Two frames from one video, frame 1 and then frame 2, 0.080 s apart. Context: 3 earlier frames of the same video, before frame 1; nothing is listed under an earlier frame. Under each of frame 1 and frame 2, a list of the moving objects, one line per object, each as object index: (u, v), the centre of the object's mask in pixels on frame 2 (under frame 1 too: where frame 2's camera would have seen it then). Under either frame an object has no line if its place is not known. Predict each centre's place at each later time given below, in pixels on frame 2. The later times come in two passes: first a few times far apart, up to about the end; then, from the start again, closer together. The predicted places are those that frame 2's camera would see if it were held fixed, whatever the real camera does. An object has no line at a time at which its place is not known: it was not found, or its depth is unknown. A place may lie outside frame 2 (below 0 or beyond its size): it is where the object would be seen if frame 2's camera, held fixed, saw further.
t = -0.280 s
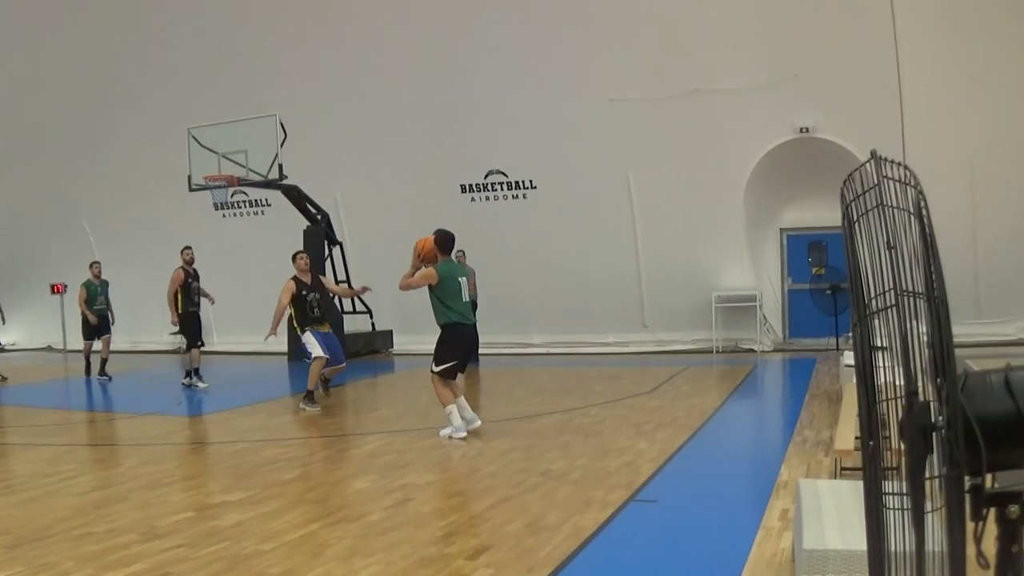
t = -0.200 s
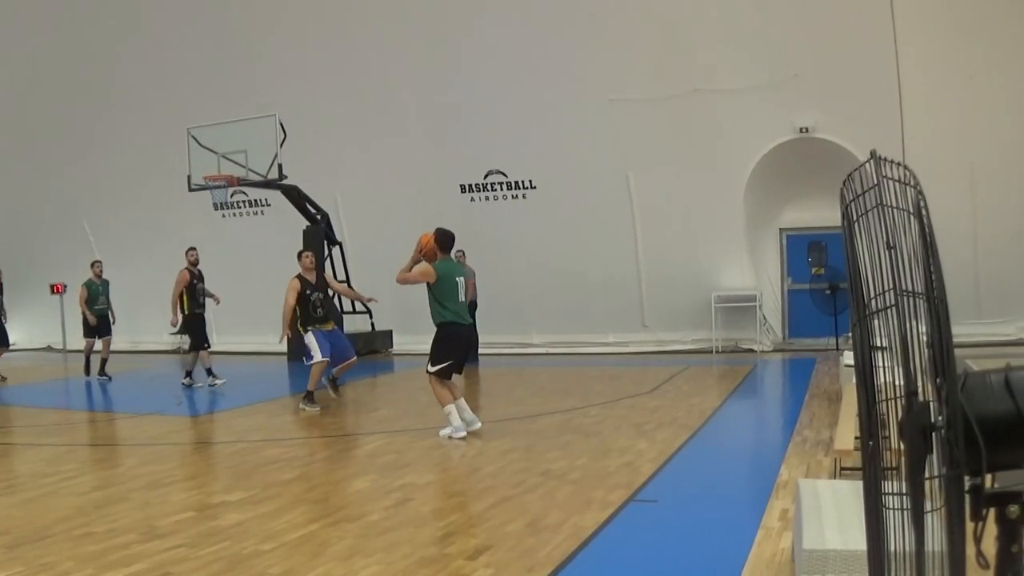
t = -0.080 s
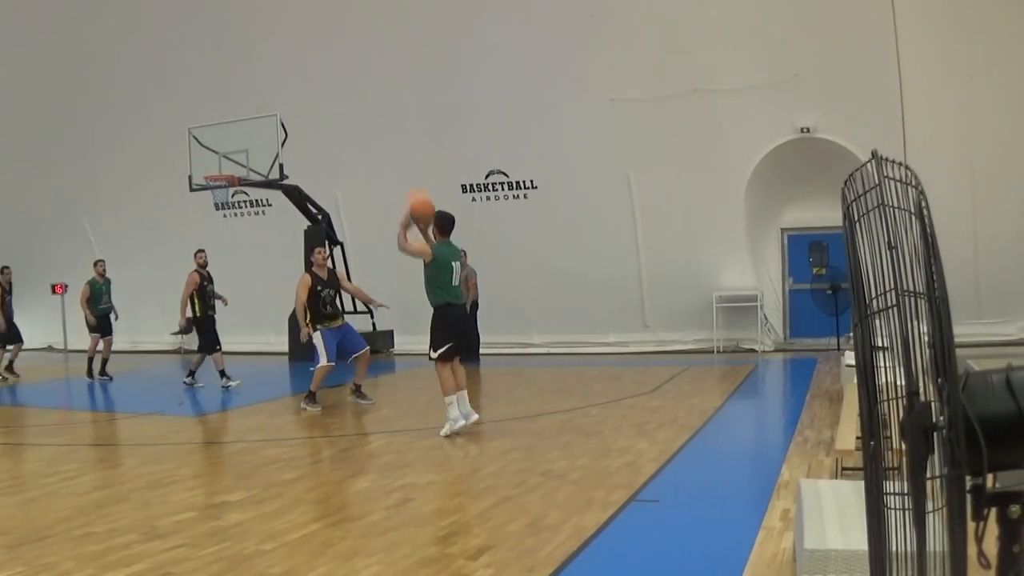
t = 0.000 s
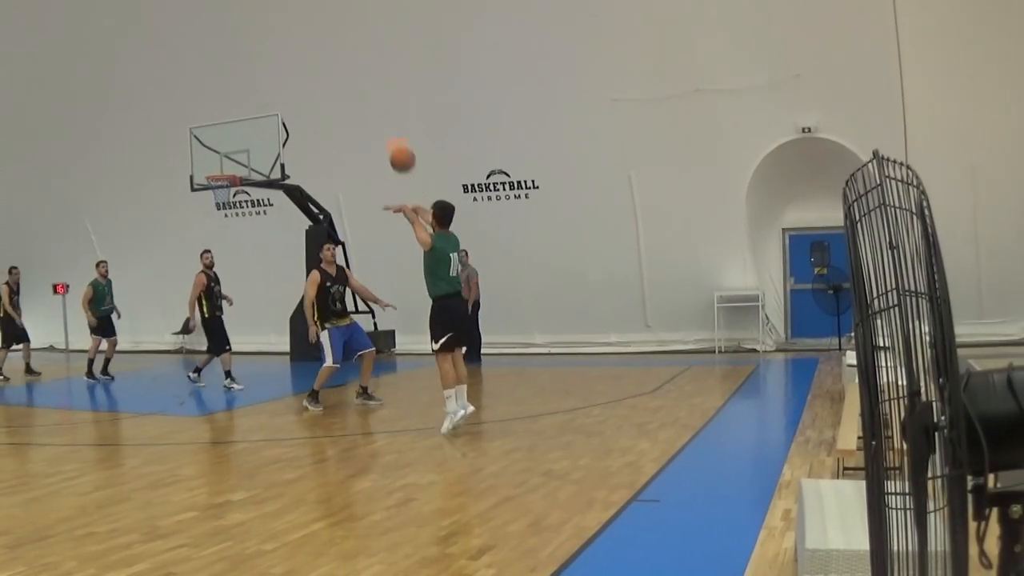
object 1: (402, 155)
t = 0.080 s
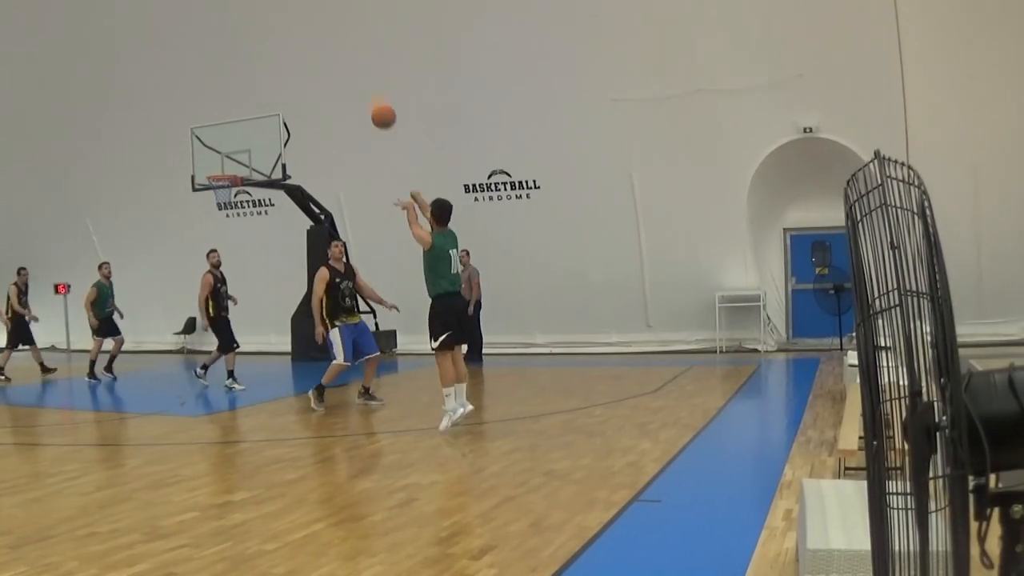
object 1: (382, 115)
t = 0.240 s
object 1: (349, 58)
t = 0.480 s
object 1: (309, 25)
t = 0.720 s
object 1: (279, 39)
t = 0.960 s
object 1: (255, 87)
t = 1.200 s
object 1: (236, 164)
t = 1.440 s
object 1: (220, 124)
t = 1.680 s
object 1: (202, 115)
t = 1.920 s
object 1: (184, 144)
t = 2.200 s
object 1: (178, 189)
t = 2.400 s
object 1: (194, 176)
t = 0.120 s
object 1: (373, 96)
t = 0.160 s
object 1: (365, 82)
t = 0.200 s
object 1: (357, 68)
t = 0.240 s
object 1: (349, 58)
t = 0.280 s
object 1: (342, 49)
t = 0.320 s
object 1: (335, 41)
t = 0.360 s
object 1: (328, 35)
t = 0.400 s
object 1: (322, 30)
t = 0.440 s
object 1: (315, 27)
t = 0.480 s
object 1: (309, 25)
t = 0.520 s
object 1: (304, 25)
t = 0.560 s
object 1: (298, 25)
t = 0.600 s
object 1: (293, 27)
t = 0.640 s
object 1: (288, 30)
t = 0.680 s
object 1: (284, 34)
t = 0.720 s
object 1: (279, 39)
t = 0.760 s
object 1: (275, 45)
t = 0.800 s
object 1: (270, 51)
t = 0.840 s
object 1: (266, 59)
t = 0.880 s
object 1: (262, 68)
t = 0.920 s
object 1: (258, 77)
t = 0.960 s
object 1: (255, 87)
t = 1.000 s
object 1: (251, 99)
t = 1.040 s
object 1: (248, 110)
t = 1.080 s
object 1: (244, 123)
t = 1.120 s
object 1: (241, 136)
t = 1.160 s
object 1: (238, 150)
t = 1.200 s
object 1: (236, 164)
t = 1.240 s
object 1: (235, 159)
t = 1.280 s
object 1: (232, 151)
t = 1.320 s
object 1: (228, 143)
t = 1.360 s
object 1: (226, 135)
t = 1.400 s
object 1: (222, 130)
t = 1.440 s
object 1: (220, 124)
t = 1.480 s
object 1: (217, 120)
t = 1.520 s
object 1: (214, 117)
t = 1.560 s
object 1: (211, 115)
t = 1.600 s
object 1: (208, 114)
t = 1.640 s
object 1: (205, 114)
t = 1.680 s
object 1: (202, 115)
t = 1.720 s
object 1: (200, 117)
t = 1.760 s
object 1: (196, 120)
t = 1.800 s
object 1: (193, 125)
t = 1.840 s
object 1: (191, 130)
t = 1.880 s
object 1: (188, 136)
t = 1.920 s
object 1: (184, 144)
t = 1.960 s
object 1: (182, 152)
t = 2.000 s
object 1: (178, 162)
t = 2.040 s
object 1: (176, 172)
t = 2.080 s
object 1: (173, 184)
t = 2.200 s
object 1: (178, 189)
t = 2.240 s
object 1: (178, 187)
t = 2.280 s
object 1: (182, 183)
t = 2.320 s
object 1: (187, 180)
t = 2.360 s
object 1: (191, 178)
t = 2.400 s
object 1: (194, 176)
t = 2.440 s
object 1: (195, 176)
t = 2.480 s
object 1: (190, 180)
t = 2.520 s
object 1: (183, 185)
